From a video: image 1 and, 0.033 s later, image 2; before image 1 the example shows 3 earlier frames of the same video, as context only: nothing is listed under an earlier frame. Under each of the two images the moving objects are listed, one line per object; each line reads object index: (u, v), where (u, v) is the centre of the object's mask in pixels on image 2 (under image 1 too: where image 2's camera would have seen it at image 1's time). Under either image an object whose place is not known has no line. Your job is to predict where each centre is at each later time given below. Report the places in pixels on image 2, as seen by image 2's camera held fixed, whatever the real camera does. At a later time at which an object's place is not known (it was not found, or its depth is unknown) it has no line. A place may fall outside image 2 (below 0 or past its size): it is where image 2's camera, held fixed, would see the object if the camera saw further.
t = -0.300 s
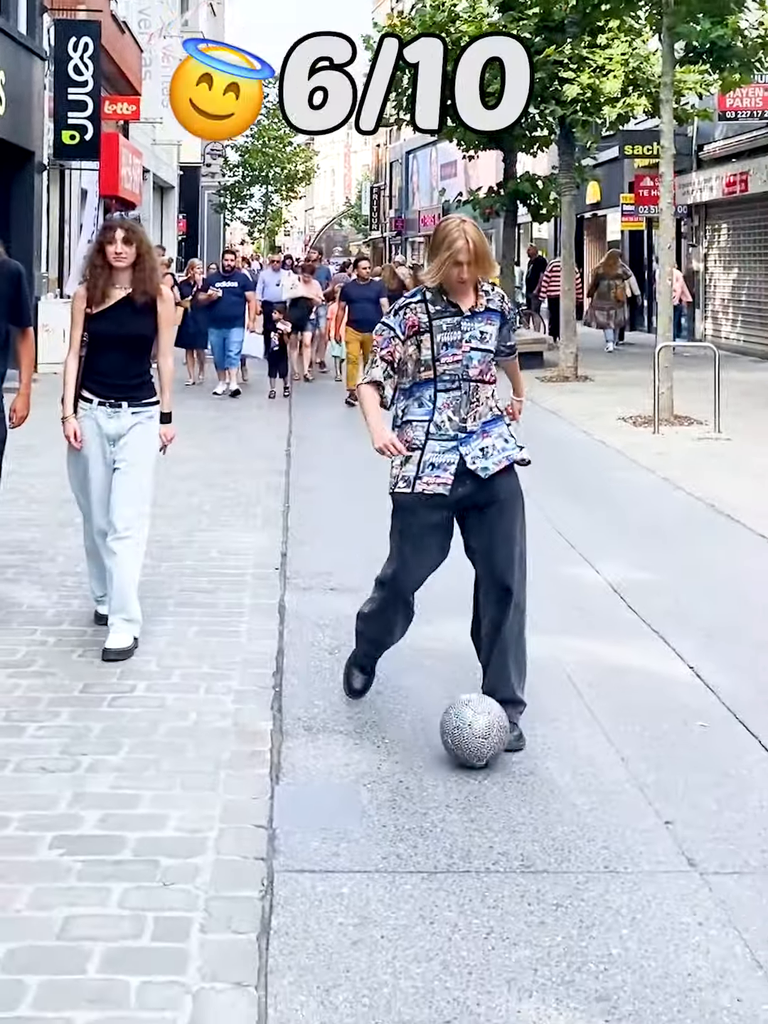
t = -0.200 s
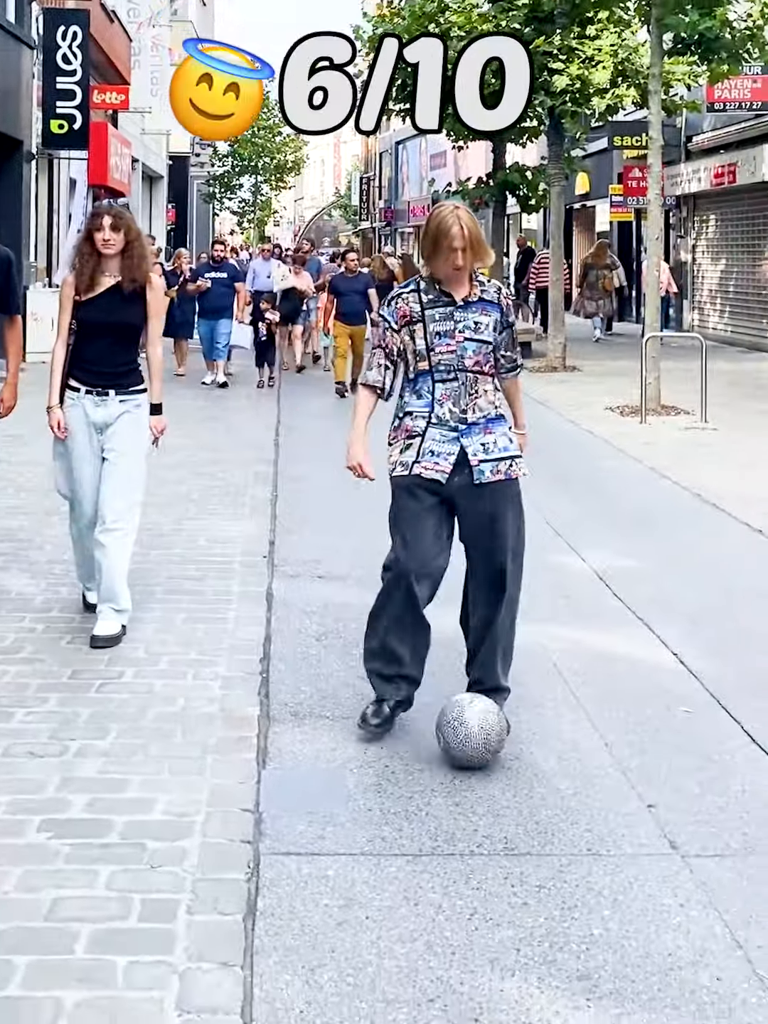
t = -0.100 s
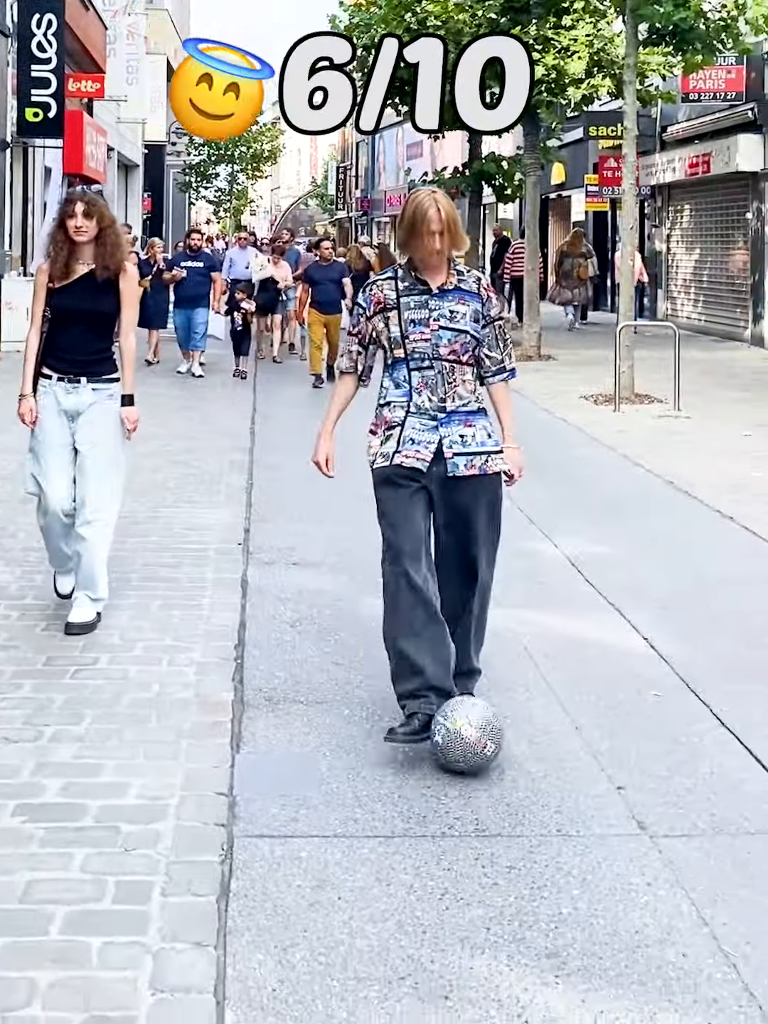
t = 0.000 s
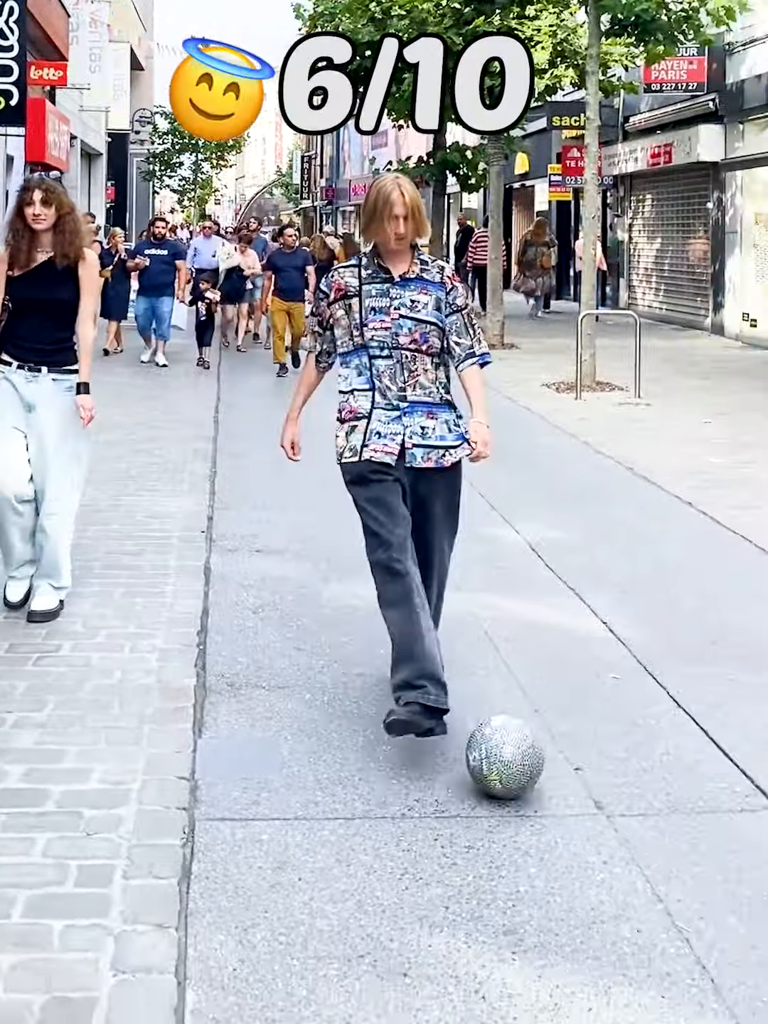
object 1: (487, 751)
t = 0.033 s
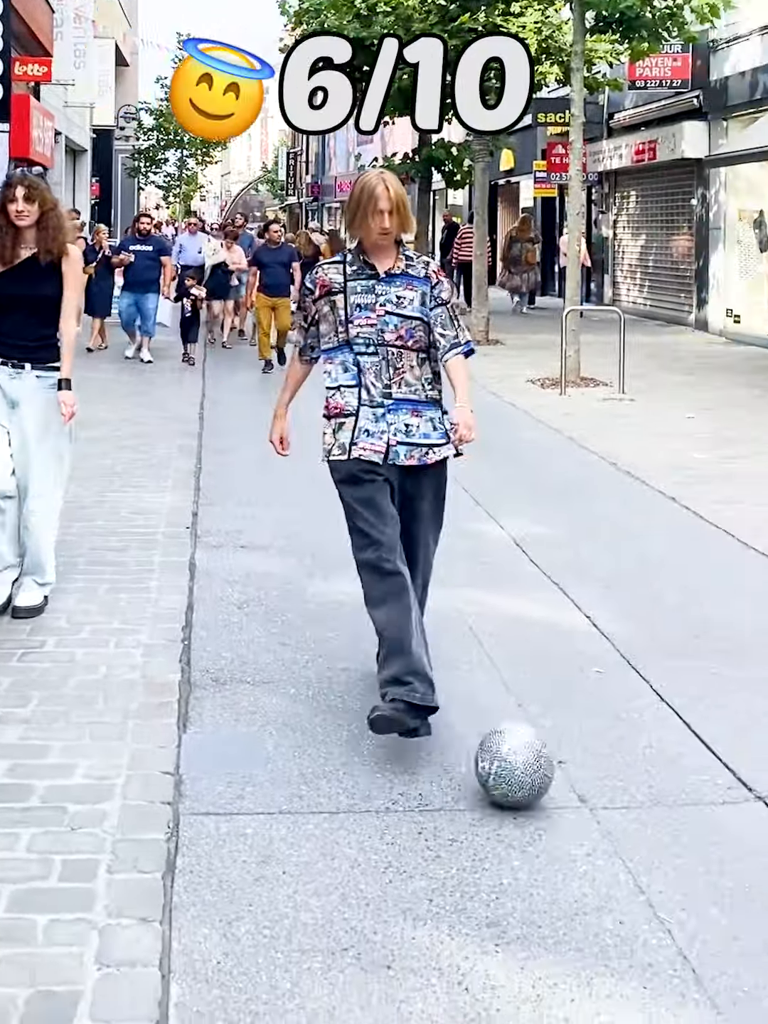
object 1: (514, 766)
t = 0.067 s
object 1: (539, 780)
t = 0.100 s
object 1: (565, 791)
